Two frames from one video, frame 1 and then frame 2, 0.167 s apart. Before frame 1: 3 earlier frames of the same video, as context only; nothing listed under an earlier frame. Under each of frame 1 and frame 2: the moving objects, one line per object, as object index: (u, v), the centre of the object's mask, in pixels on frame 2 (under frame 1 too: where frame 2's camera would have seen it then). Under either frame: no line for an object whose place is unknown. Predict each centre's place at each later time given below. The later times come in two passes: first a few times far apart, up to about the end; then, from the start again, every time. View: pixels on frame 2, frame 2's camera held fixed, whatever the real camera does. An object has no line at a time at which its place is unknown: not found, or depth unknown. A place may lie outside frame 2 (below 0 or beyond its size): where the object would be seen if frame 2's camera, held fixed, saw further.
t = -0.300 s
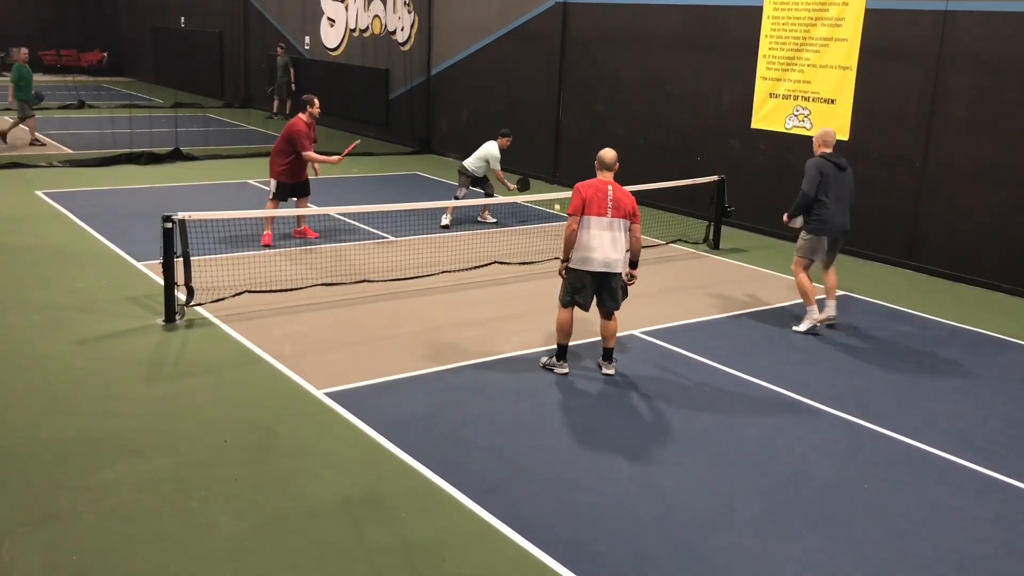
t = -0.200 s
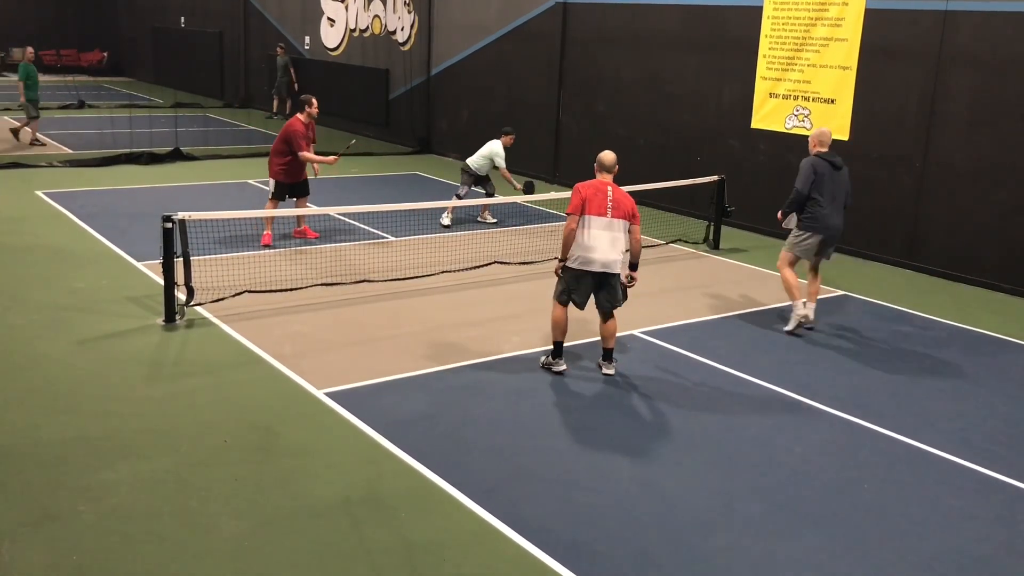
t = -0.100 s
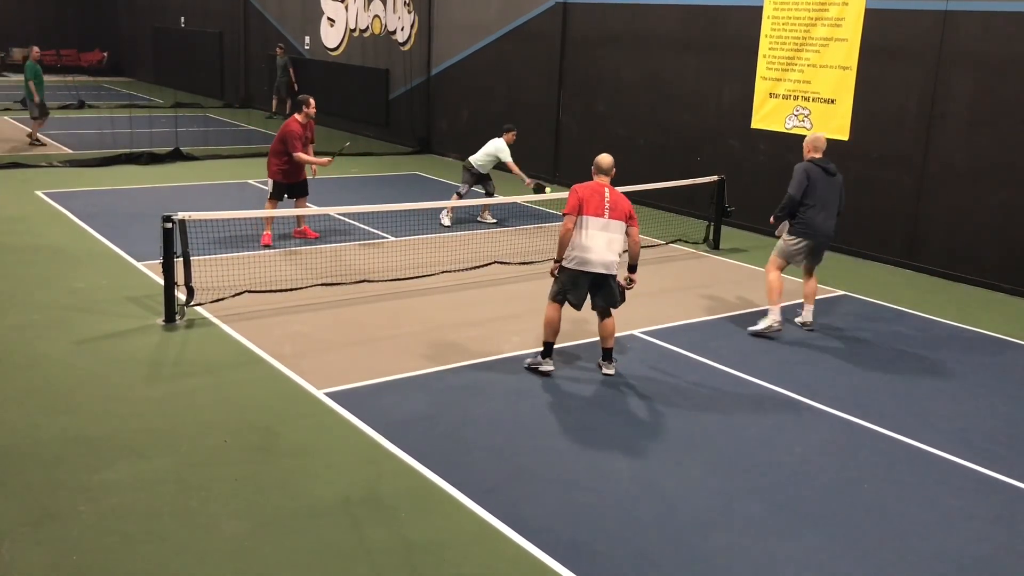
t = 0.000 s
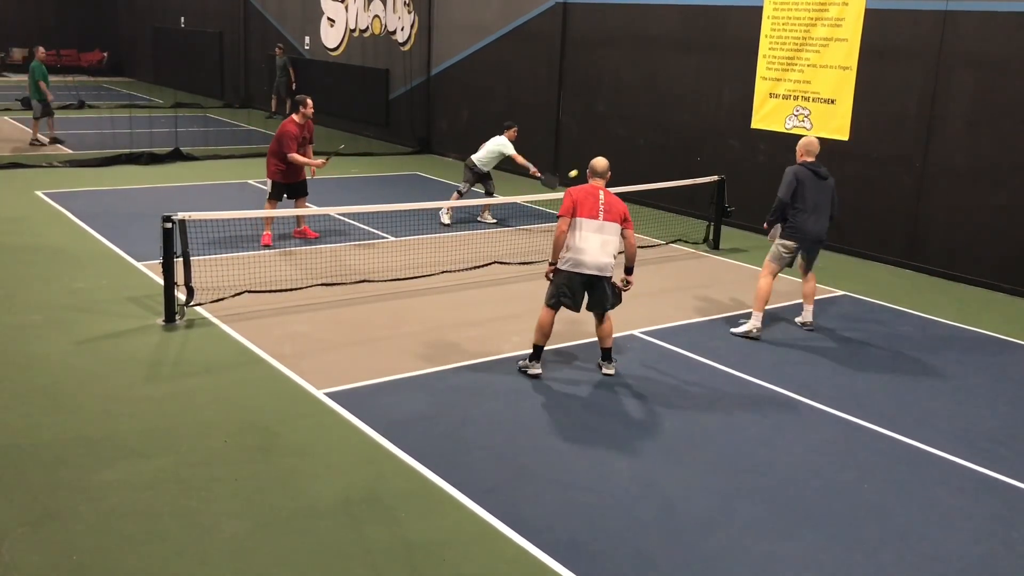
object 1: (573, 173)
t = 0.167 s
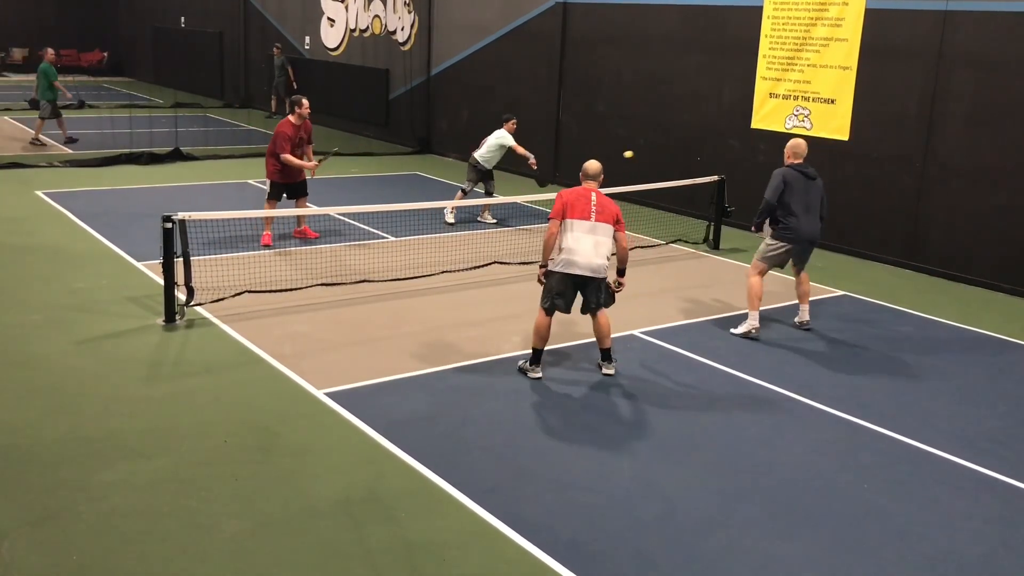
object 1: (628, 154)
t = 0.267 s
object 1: (662, 153)
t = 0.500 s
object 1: (743, 183)
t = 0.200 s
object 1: (639, 153)
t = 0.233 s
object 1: (650, 152)
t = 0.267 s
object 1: (662, 153)
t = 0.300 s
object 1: (673, 154)
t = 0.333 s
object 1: (685, 156)
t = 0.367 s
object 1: (697, 160)
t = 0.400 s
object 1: (708, 164)
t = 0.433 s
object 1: (720, 169)
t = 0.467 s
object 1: (732, 176)
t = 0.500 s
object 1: (743, 183)
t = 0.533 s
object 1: (755, 191)
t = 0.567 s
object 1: (767, 200)
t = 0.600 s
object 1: (778, 211)
